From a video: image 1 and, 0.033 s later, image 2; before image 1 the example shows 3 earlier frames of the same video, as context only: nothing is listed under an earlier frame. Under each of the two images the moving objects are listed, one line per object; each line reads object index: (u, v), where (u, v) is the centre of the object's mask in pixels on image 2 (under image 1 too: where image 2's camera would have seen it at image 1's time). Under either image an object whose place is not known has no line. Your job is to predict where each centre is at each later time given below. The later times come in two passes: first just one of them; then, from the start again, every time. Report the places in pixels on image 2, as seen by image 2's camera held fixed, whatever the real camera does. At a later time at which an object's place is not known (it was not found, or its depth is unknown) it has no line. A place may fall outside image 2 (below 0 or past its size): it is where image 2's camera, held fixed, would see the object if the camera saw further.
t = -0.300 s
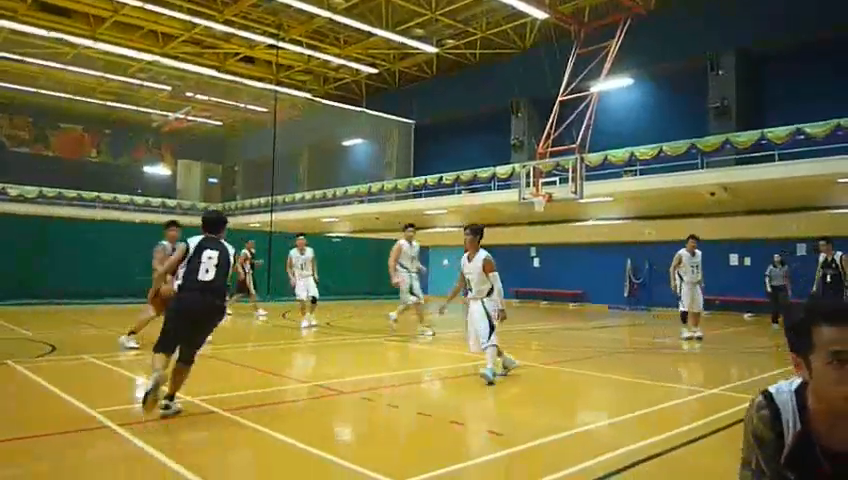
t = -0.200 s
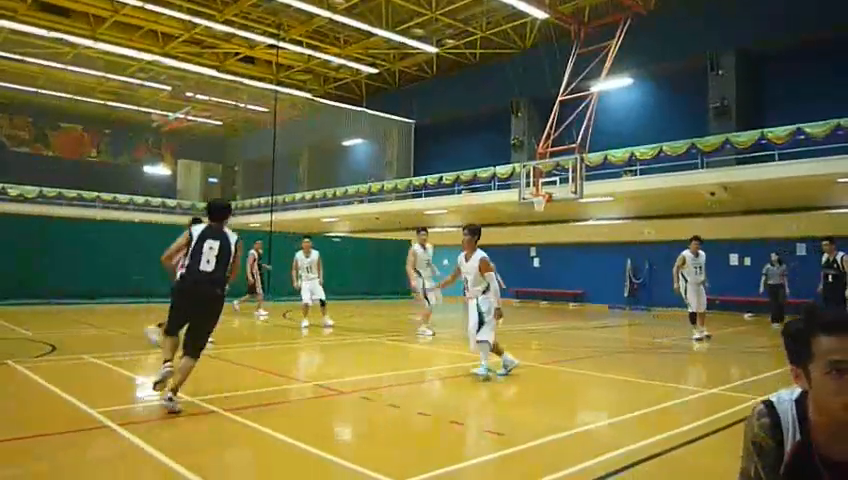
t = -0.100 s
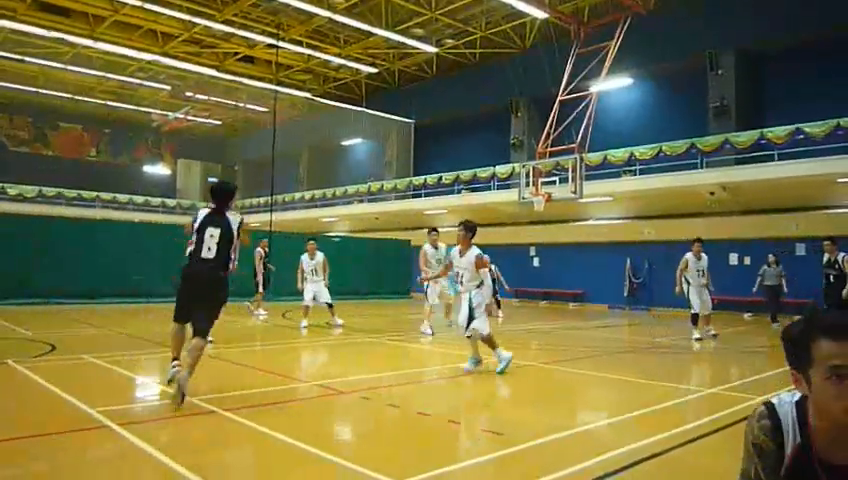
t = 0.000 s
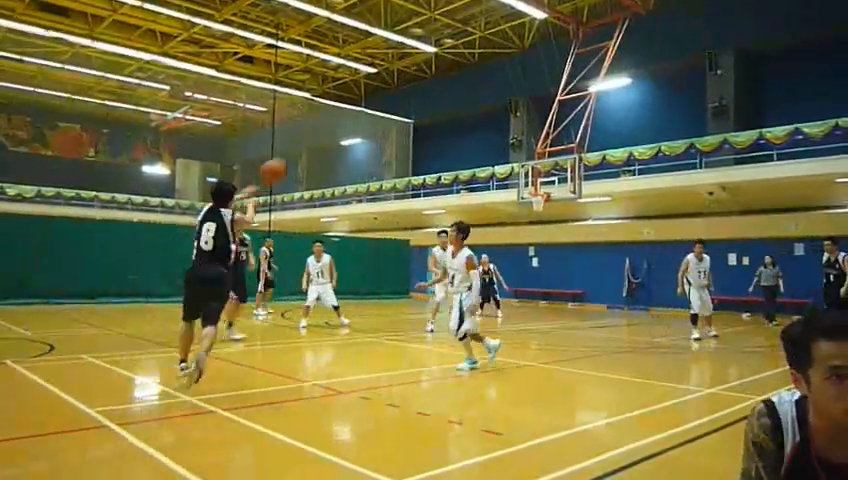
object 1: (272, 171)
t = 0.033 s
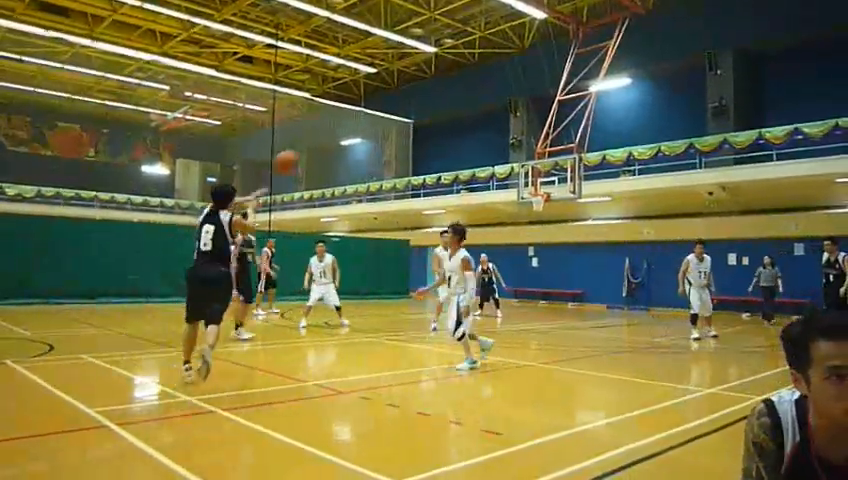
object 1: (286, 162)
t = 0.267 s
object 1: (351, 135)
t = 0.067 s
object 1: (297, 154)
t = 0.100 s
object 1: (308, 149)
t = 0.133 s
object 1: (317, 144)
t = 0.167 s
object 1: (327, 140)
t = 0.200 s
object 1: (335, 137)
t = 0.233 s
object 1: (343, 136)
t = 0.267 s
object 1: (351, 135)
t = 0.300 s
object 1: (357, 135)
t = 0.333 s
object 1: (365, 136)
